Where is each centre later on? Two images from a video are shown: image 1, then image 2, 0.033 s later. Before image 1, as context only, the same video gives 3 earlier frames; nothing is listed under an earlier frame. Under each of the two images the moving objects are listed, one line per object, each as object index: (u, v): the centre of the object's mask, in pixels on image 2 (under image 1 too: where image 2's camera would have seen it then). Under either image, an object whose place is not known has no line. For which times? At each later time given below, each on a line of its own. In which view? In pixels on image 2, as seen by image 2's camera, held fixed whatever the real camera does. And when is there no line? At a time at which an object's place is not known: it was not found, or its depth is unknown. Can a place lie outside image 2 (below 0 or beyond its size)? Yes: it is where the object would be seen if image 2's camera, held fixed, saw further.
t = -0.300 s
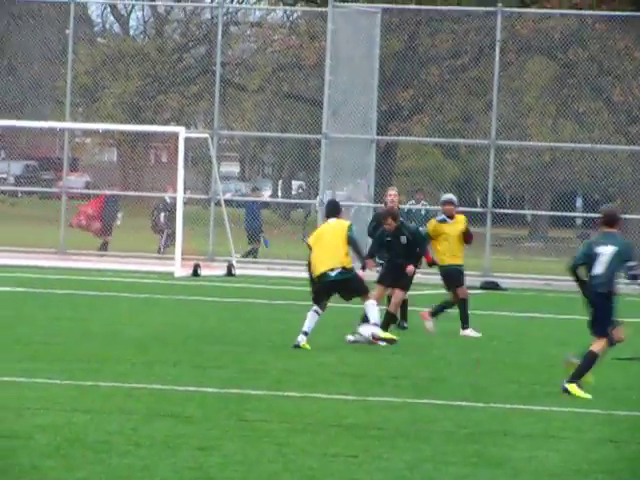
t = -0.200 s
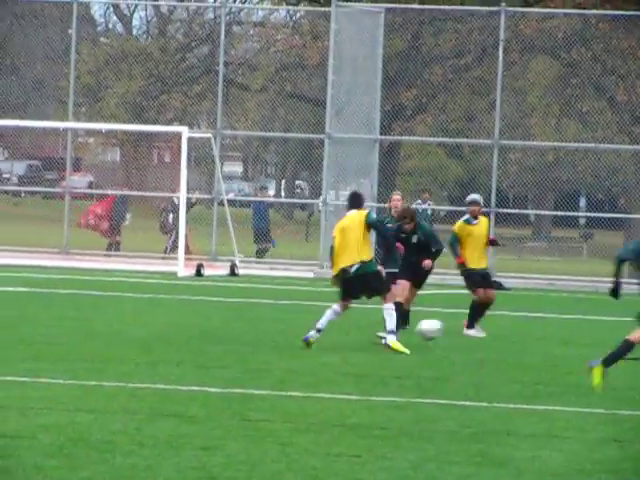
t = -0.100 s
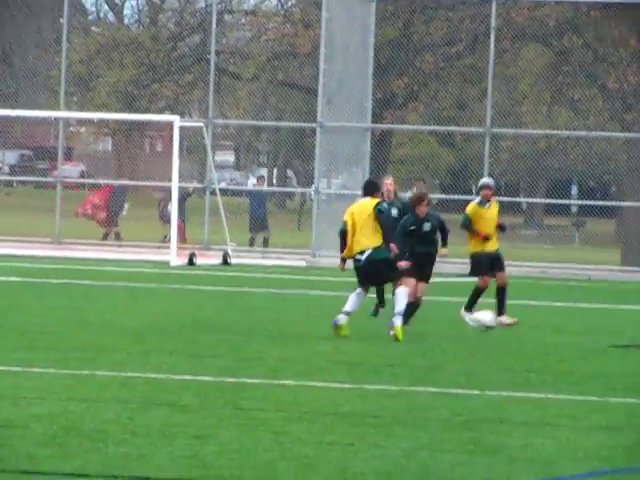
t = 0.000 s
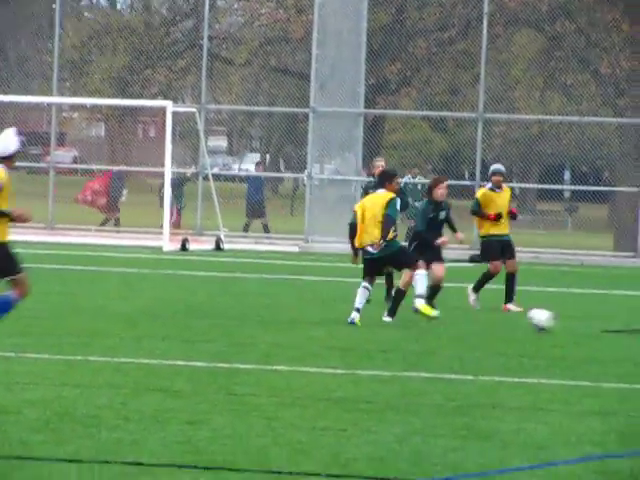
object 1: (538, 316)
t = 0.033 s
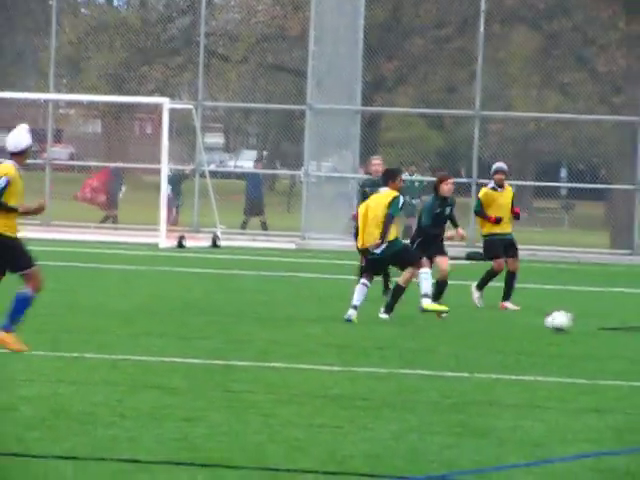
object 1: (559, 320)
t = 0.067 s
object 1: (579, 319)
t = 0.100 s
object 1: (599, 318)
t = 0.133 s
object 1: (621, 318)
